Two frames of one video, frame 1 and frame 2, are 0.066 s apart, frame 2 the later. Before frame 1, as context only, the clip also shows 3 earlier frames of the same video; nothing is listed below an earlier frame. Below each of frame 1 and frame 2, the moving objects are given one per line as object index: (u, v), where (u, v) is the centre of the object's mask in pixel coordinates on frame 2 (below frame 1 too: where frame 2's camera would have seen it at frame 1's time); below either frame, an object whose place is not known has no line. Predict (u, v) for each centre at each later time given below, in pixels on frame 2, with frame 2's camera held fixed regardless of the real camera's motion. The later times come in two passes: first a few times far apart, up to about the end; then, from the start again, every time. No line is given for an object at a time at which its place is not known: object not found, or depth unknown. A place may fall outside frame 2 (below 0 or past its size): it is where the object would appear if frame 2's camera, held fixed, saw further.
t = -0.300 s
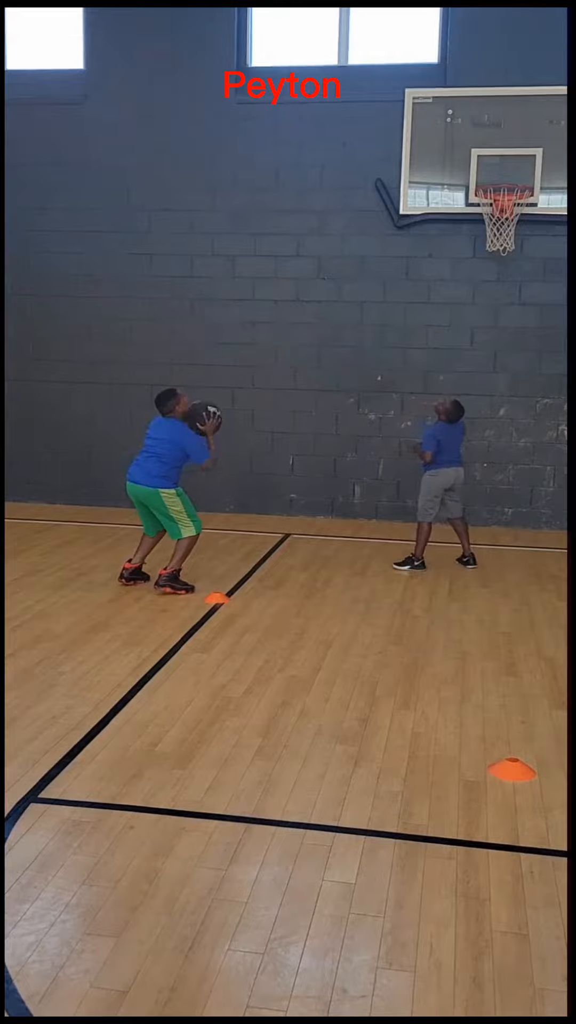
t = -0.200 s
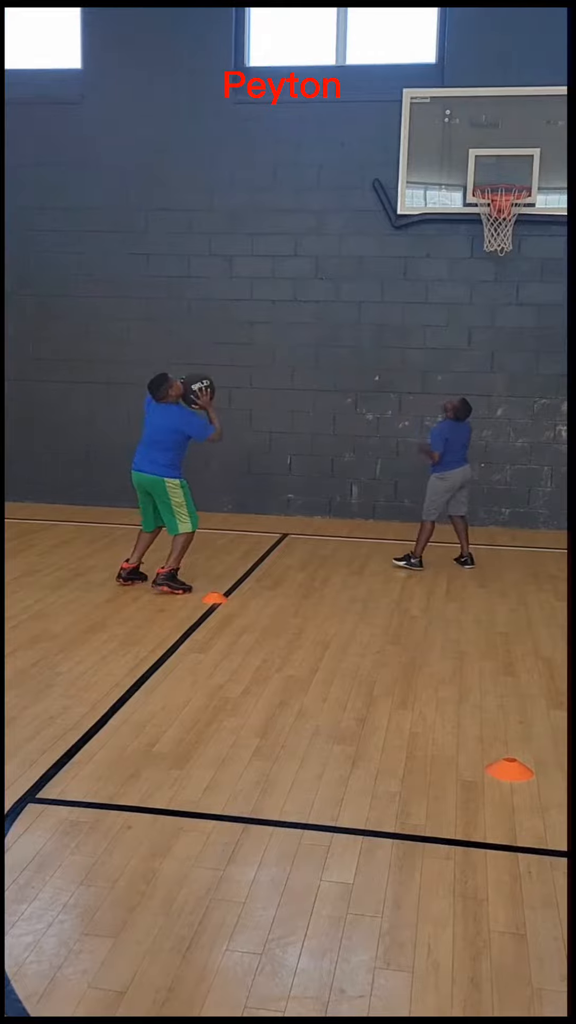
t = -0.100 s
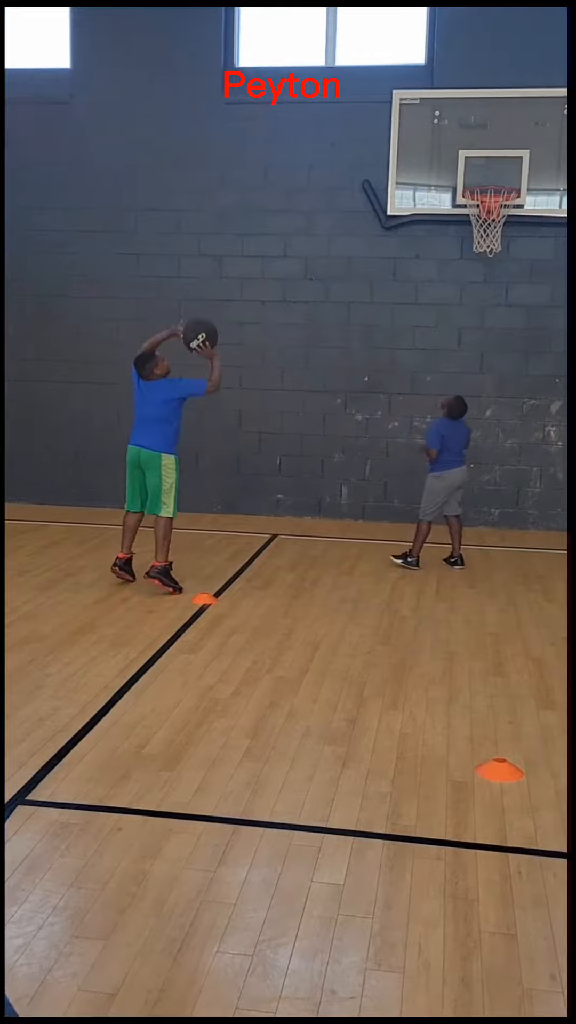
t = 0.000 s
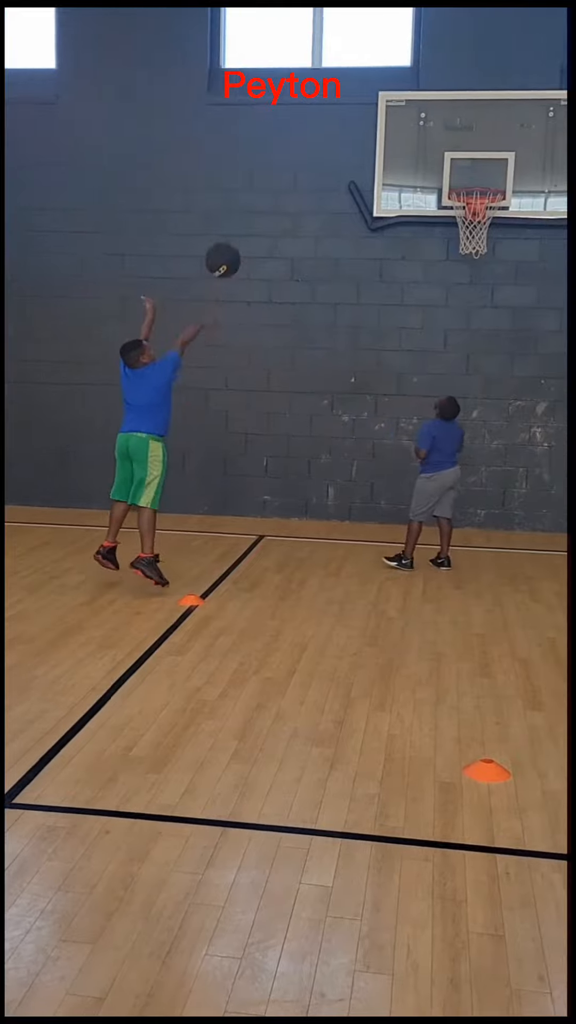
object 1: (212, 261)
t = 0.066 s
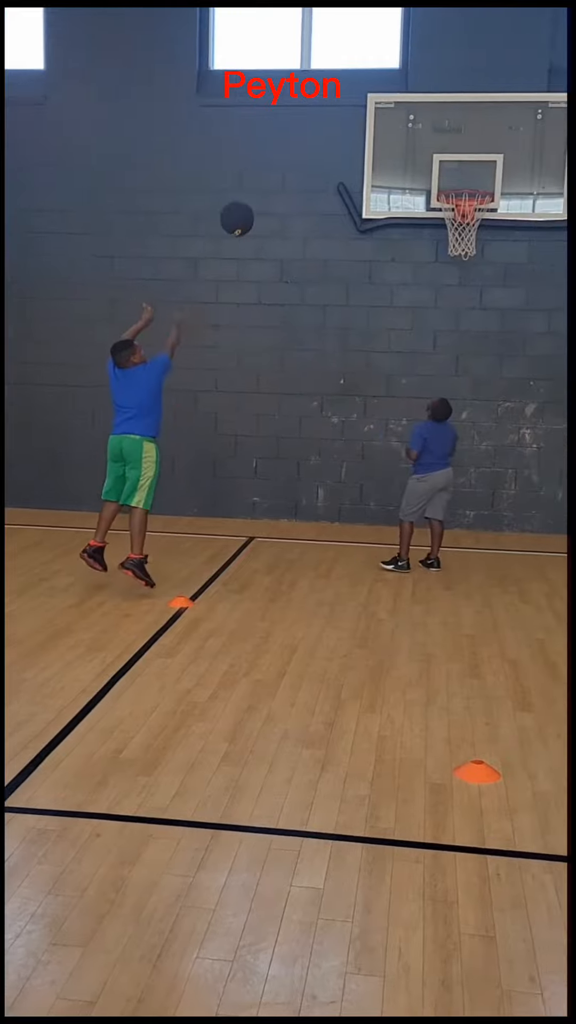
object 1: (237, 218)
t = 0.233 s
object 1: (296, 146)
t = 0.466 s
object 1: (368, 114)
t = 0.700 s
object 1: (428, 153)
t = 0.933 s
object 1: (431, 165)
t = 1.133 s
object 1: (405, 180)
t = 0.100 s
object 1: (249, 200)
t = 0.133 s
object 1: (261, 184)
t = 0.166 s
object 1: (273, 170)
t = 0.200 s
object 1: (284, 157)
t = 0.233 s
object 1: (296, 146)
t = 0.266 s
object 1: (307, 136)
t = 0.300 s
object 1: (317, 129)
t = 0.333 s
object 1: (328, 123)
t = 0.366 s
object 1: (338, 118)
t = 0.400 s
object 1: (349, 116)
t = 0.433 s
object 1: (358, 114)
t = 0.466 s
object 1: (368, 114)
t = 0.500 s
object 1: (377, 115)
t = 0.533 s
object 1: (386, 118)
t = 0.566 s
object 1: (395, 122)
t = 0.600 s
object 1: (404, 128)
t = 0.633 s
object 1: (412, 135)
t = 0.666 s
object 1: (420, 143)
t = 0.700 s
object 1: (428, 153)
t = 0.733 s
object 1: (436, 163)
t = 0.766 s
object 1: (443, 175)
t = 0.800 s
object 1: (447, 183)
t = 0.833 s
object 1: (443, 177)
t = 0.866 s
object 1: (439, 172)
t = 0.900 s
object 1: (435, 168)
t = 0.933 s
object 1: (431, 165)
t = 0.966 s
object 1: (427, 164)
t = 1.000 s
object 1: (423, 165)
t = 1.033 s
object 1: (419, 166)
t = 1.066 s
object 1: (414, 170)
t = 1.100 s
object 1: (409, 174)
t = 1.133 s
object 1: (405, 180)
